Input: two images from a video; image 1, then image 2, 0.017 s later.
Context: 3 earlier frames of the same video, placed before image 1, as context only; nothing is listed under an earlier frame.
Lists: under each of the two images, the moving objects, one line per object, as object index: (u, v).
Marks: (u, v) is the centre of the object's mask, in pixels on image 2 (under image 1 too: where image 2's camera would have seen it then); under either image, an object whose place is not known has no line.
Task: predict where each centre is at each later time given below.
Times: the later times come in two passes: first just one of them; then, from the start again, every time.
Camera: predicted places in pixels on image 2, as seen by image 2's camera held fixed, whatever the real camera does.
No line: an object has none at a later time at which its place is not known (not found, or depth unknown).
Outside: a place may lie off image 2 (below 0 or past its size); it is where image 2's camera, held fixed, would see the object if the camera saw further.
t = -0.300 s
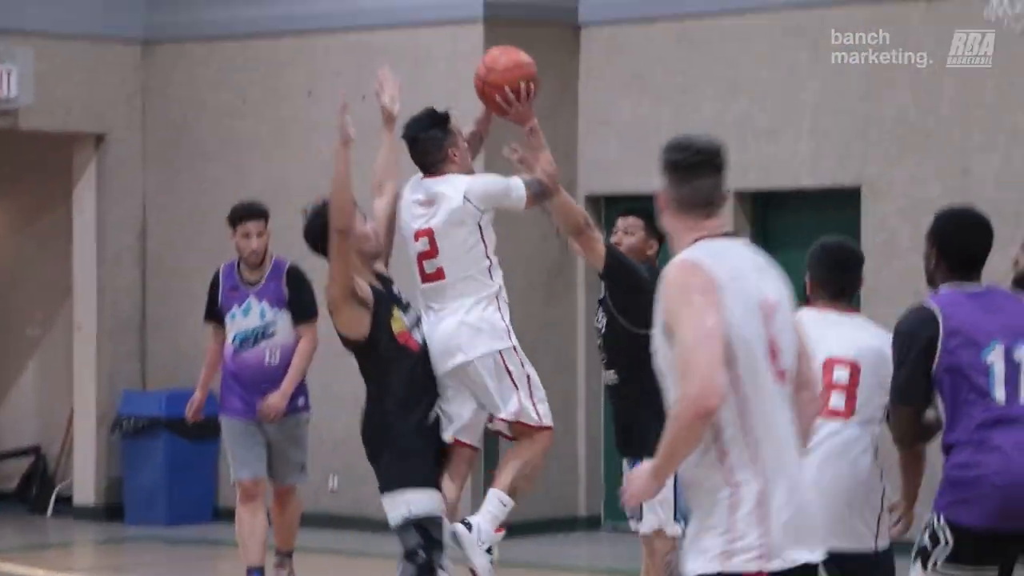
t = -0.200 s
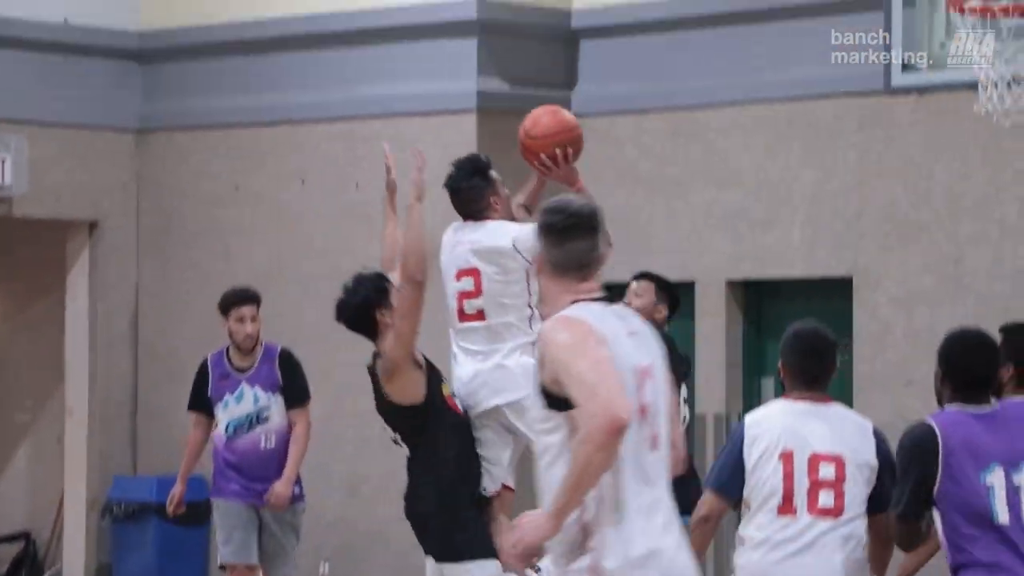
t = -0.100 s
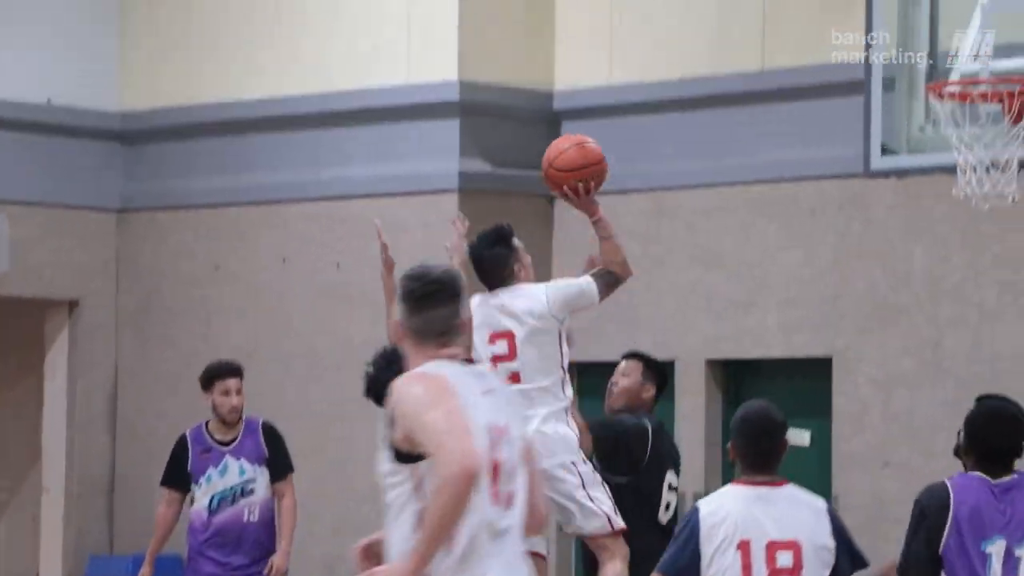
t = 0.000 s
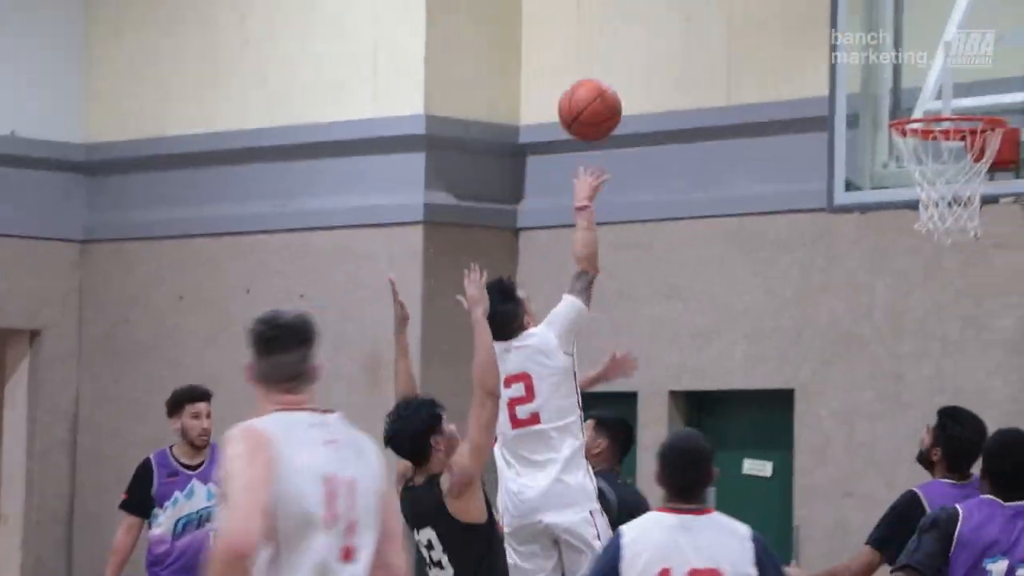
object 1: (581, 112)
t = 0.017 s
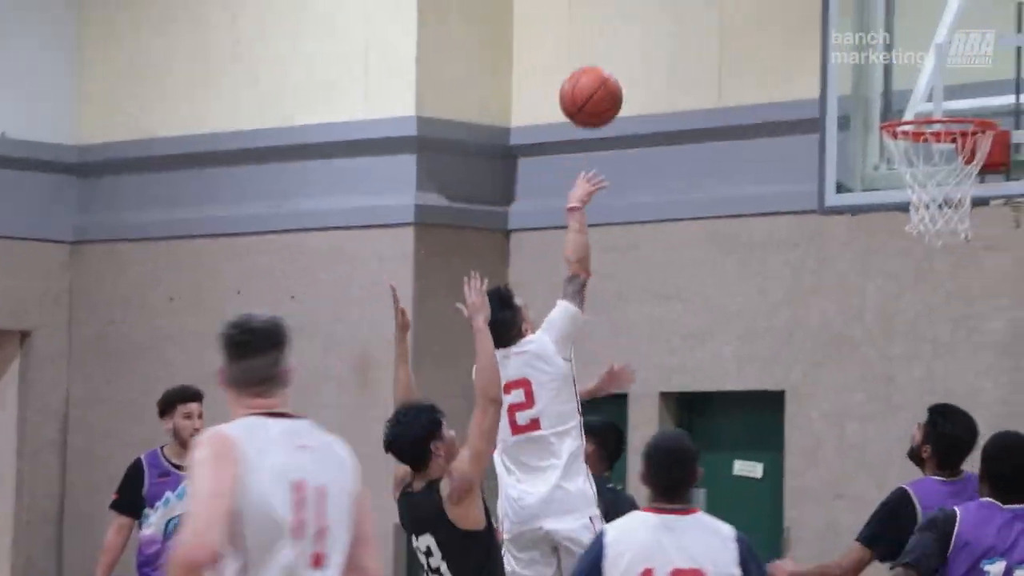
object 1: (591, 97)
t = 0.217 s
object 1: (701, -11)
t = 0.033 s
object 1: (600, 84)
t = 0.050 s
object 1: (610, 71)
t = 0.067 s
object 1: (619, 59)
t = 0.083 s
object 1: (628, 48)
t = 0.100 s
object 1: (638, 37)
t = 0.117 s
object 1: (647, 27)
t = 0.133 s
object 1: (656, 18)
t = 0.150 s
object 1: (665, 10)
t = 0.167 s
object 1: (674, 3)
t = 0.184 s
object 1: (684, -2)
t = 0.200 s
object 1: (692, -7)
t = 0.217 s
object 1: (701, -11)
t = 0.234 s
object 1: (710, -14)
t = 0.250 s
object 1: (719, -18)
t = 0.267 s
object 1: (727, -22)
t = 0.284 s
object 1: (736, -25)
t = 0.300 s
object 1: (745, -27)
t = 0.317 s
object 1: (753, -29)
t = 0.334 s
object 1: (761, -30)
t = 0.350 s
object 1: (770, -31)
